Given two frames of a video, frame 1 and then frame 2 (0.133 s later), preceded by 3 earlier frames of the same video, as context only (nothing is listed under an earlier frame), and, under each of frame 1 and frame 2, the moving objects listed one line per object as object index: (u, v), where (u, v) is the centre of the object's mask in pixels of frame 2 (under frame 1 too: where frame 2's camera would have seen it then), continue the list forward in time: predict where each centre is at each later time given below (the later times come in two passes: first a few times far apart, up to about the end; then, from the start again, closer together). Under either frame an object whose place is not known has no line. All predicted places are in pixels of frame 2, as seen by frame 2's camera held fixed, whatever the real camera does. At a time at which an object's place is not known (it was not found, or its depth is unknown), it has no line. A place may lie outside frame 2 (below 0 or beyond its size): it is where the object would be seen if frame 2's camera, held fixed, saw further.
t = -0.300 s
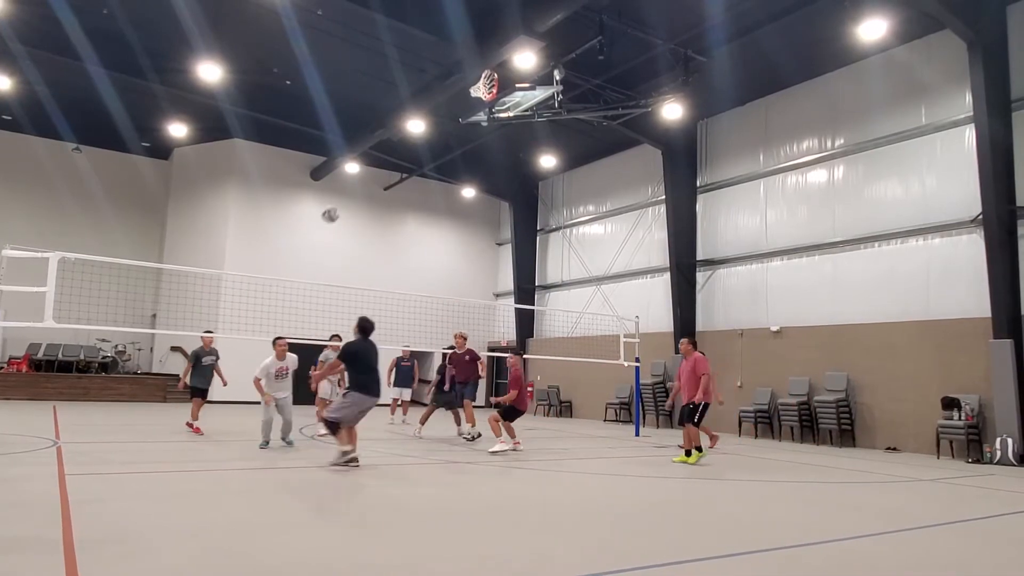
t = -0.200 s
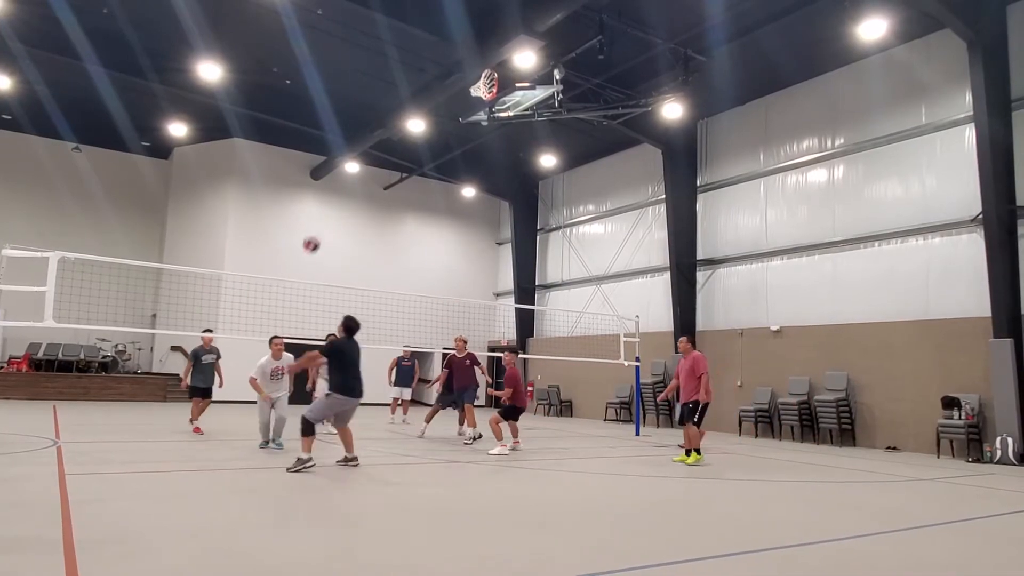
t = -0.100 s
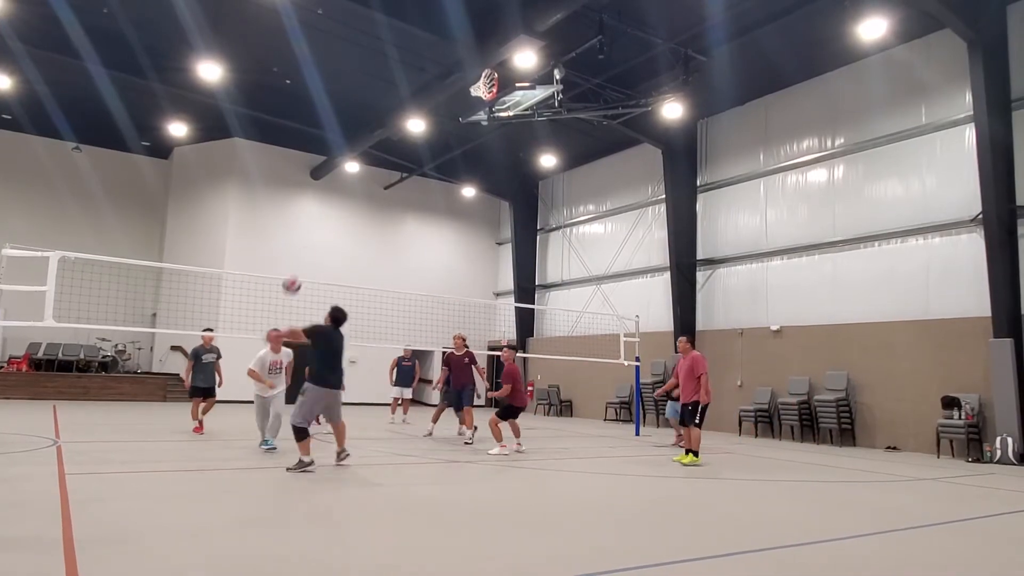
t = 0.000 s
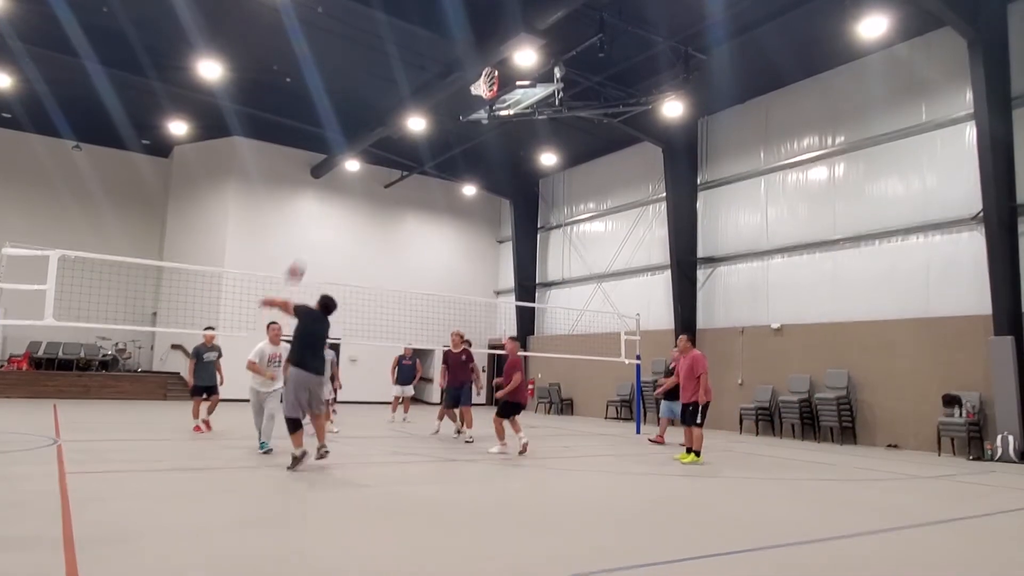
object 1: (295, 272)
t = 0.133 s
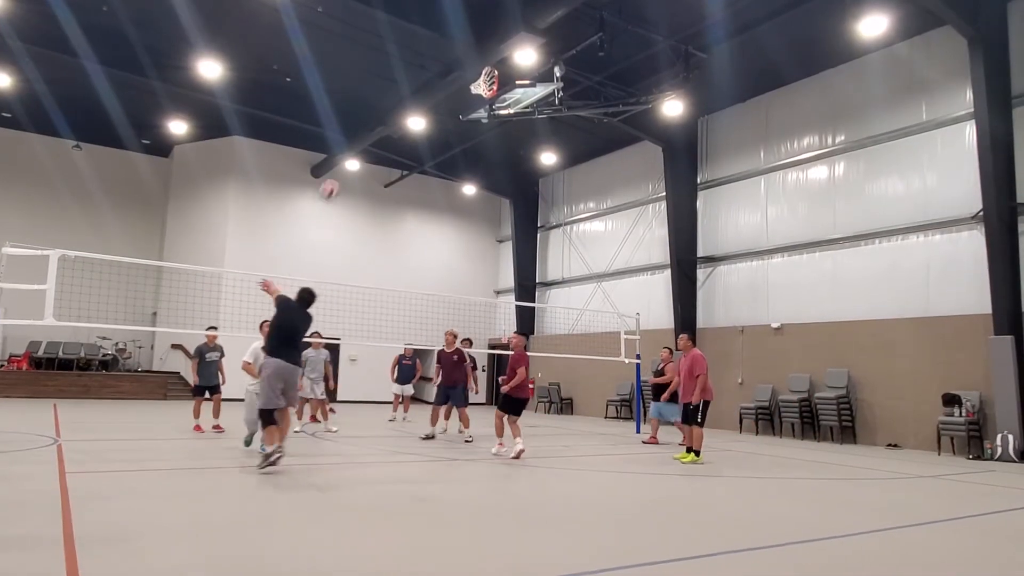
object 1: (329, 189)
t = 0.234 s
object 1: (352, 144)
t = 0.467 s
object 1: (401, 73)
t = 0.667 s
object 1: (439, 49)
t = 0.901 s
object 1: (478, 60)
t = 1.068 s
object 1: (504, 92)
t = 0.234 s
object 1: (352, 144)
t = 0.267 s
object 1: (360, 131)
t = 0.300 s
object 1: (367, 119)
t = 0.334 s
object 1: (374, 108)
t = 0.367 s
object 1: (381, 97)
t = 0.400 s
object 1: (388, 88)
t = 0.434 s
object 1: (395, 80)
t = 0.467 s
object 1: (401, 73)
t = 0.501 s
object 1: (408, 66)
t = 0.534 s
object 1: (415, 61)
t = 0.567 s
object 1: (421, 56)
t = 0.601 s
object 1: (427, 53)
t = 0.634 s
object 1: (433, 50)
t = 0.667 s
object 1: (439, 49)
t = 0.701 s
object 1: (445, 48)
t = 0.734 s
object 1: (451, 48)
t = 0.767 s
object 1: (456, 48)
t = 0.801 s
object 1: (462, 50)
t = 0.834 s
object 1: (467, 52)
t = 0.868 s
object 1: (473, 55)
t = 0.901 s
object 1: (478, 60)
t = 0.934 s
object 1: (484, 64)
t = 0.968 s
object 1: (489, 70)
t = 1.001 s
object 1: (496, 76)
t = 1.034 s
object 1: (500, 85)
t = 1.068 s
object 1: (504, 92)
